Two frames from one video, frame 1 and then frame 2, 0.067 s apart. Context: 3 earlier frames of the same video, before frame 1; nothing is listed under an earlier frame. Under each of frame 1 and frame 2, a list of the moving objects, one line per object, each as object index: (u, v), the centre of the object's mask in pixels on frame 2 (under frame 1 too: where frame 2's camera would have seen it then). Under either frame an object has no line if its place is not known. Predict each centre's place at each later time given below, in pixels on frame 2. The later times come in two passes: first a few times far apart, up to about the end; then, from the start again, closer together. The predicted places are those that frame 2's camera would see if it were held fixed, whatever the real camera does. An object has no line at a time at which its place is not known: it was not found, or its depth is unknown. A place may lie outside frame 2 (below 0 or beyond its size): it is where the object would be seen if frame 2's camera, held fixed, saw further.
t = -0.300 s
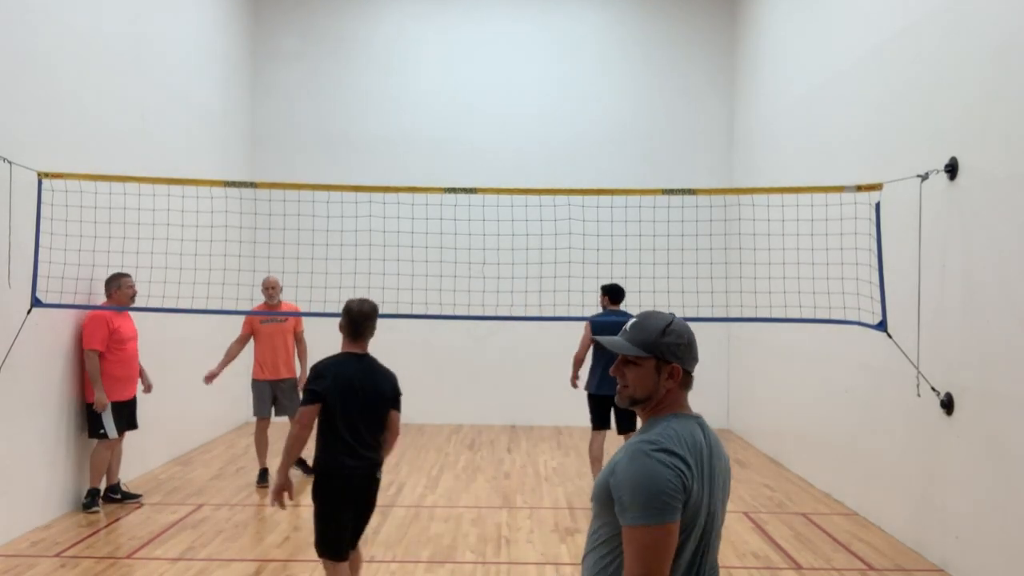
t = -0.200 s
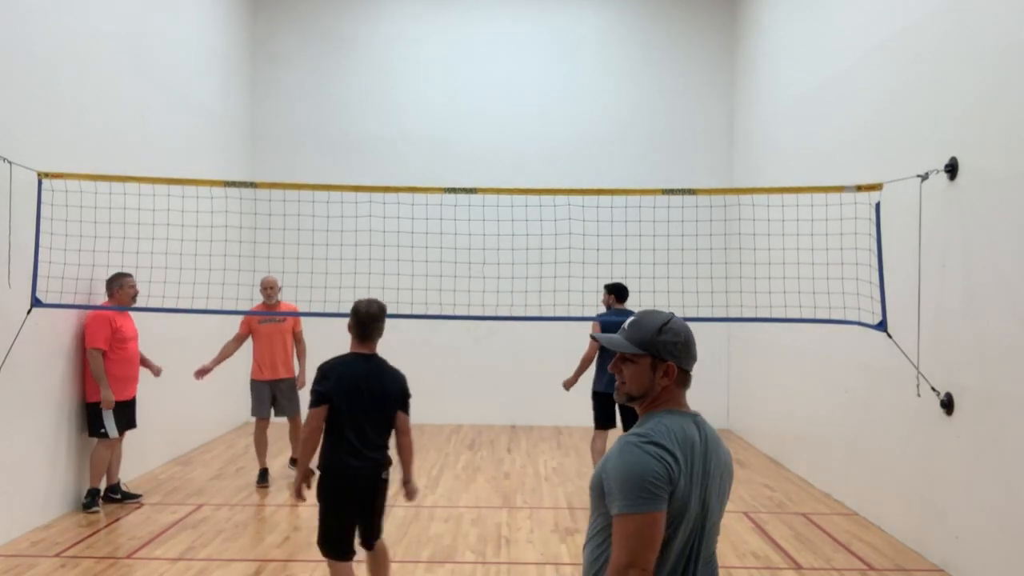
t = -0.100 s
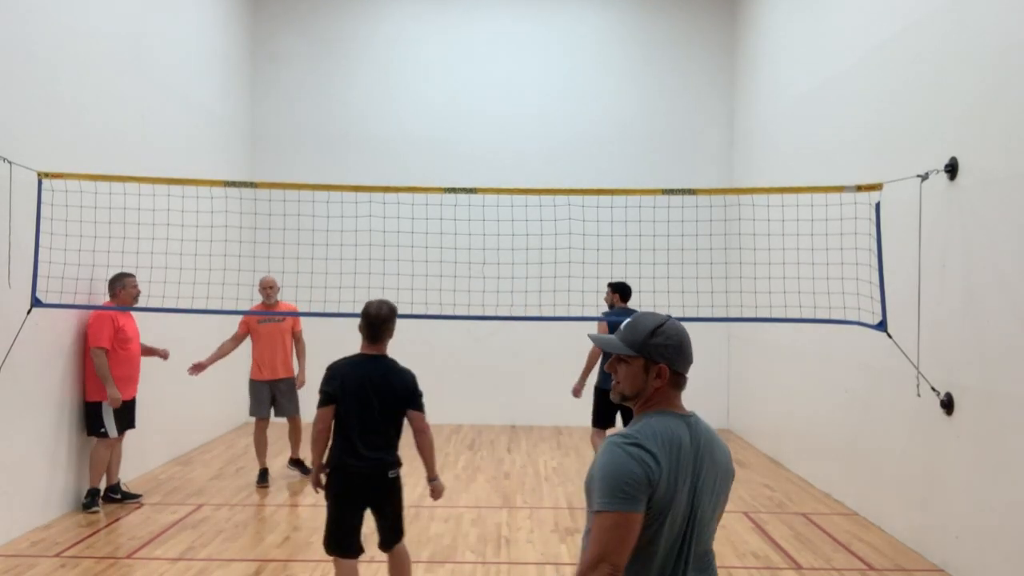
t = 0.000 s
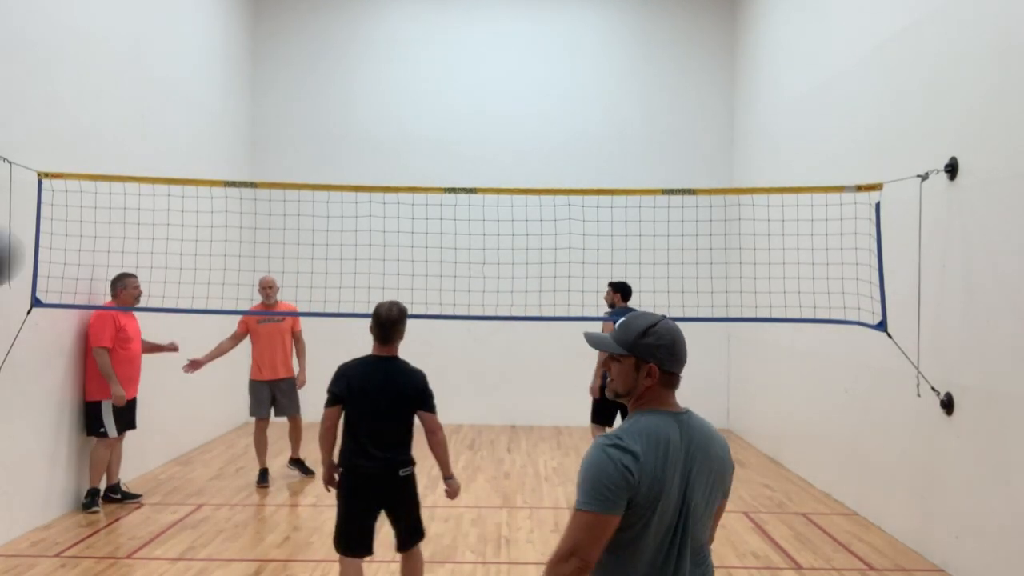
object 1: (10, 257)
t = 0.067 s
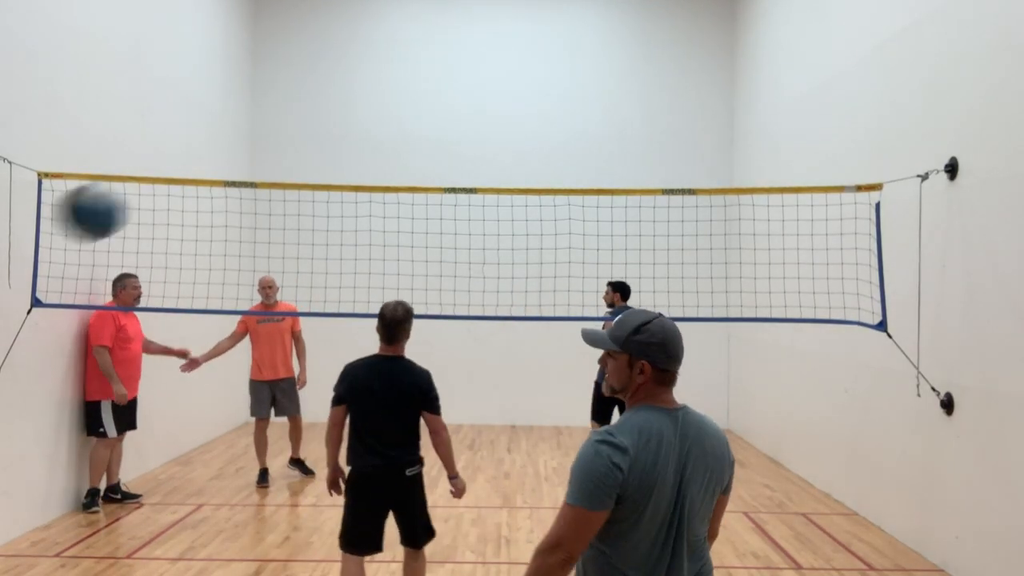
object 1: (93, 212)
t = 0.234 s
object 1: (273, 172)
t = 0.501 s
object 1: (401, 206)
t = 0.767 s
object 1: (457, 305)
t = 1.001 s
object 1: (500, 478)
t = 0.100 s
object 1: (138, 197)
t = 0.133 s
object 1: (179, 185)
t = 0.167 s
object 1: (215, 178)
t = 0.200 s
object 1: (245, 174)
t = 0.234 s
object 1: (273, 172)
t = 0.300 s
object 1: (319, 175)
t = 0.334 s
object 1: (339, 180)
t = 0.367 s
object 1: (356, 185)
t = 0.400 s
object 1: (372, 191)
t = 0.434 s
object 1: (384, 195)
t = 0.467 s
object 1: (393, 200)
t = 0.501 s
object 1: (401, 206)
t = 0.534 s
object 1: (408, 213)
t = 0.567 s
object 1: (416, 221)
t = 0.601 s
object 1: (423, 229)
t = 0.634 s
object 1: (430, 238)
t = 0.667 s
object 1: (437, 251)
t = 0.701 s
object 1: (444, 266)
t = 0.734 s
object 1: (451, 286)
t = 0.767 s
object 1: (457, 305)
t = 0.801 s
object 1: (462, 326)
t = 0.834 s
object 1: (468, 346)
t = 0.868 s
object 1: (474, 367)
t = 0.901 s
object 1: (480, 392)
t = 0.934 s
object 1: (487, 418)
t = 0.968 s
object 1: (494, 448)
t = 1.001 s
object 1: (500, 478)
